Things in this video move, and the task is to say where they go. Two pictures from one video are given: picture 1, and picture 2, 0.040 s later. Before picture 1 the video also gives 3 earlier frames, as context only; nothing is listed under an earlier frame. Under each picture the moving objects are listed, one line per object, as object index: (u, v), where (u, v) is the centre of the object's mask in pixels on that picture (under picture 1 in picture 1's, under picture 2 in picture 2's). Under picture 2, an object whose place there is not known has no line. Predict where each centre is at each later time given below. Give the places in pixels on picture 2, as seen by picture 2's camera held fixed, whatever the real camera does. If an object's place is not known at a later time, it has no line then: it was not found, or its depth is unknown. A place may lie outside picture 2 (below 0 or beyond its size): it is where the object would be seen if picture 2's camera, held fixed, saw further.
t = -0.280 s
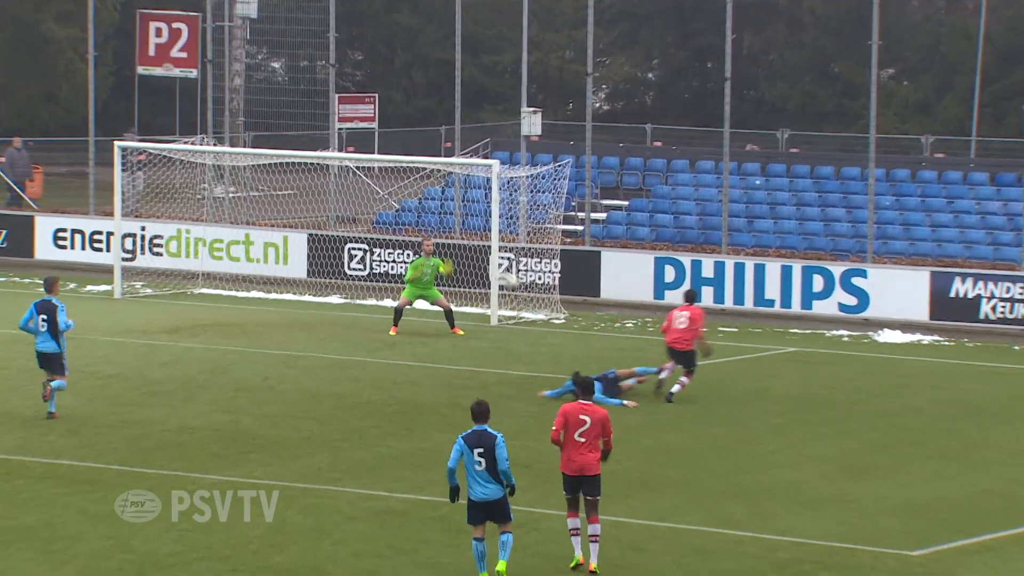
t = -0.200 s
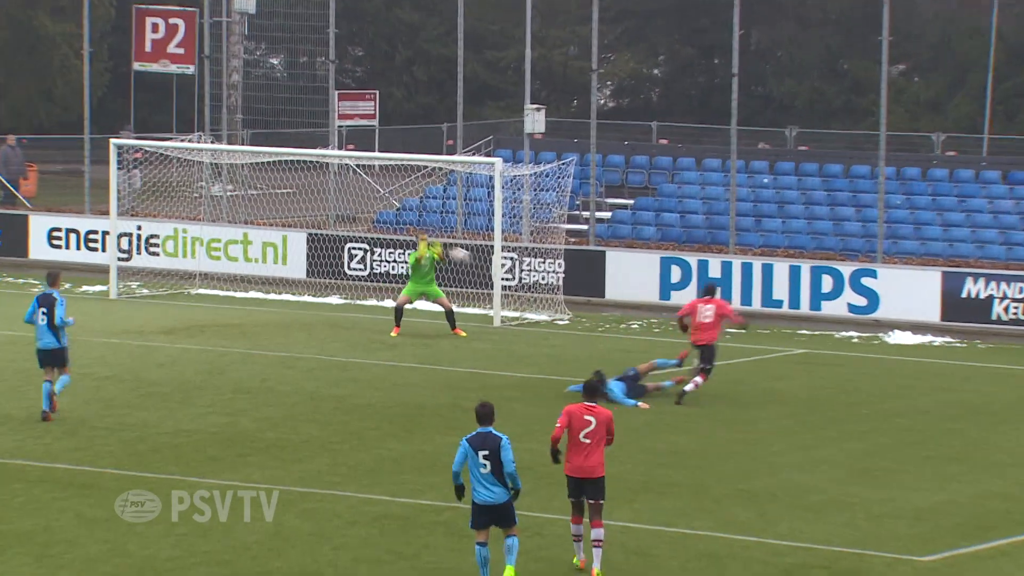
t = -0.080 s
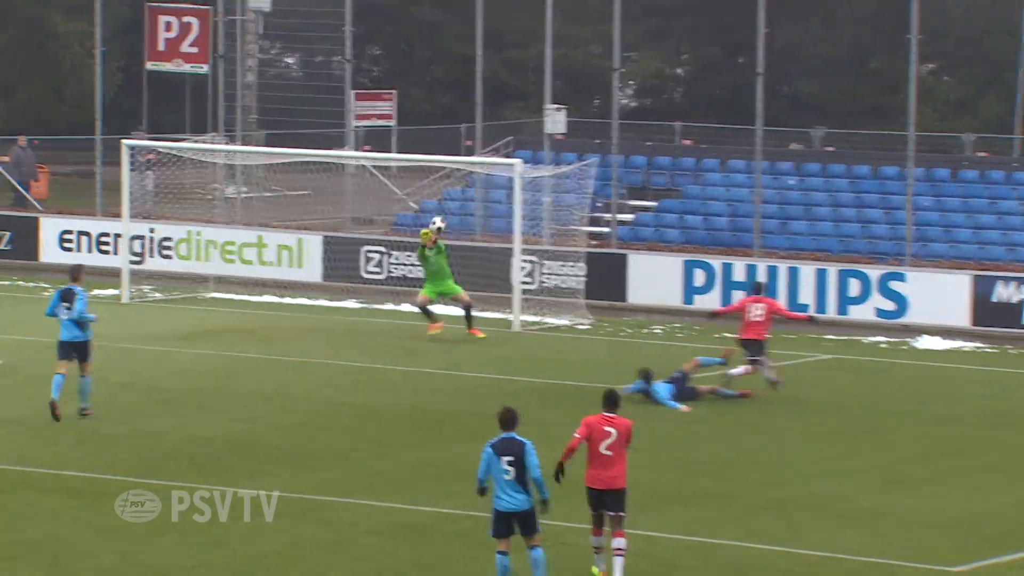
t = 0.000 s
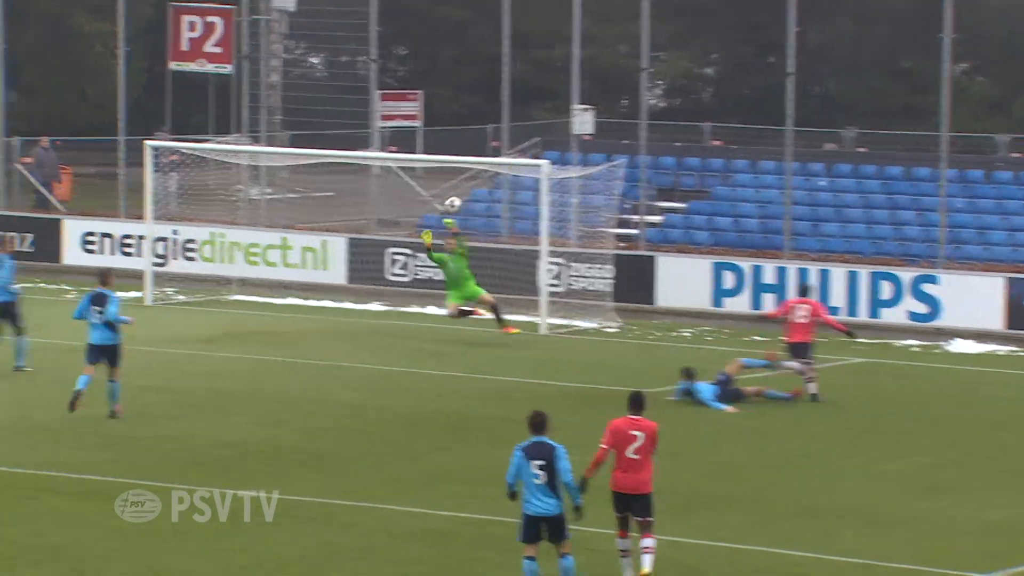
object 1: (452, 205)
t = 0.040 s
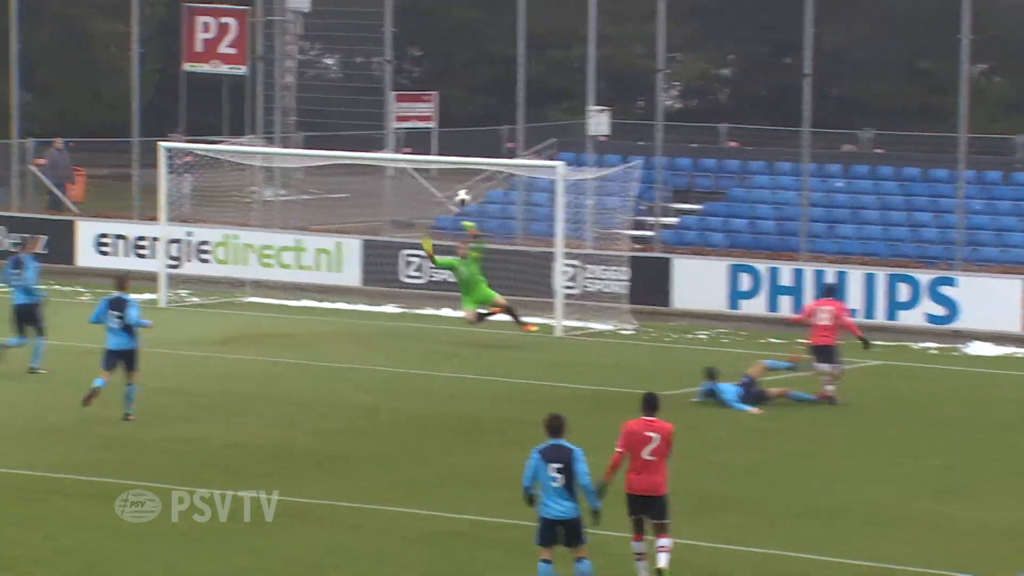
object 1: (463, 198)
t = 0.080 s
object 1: (460, 190)
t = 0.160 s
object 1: (456, 178)
